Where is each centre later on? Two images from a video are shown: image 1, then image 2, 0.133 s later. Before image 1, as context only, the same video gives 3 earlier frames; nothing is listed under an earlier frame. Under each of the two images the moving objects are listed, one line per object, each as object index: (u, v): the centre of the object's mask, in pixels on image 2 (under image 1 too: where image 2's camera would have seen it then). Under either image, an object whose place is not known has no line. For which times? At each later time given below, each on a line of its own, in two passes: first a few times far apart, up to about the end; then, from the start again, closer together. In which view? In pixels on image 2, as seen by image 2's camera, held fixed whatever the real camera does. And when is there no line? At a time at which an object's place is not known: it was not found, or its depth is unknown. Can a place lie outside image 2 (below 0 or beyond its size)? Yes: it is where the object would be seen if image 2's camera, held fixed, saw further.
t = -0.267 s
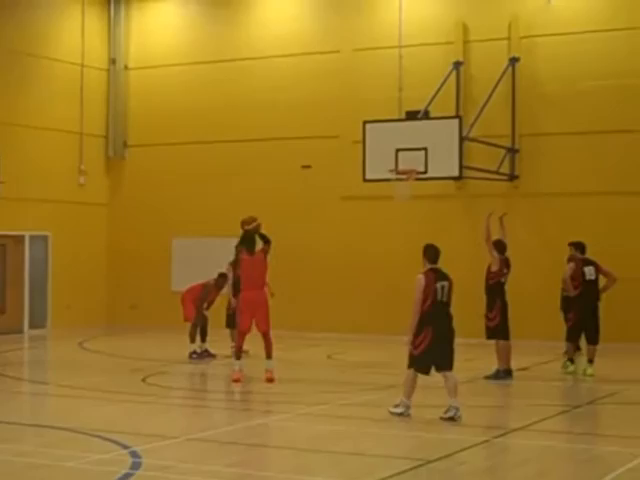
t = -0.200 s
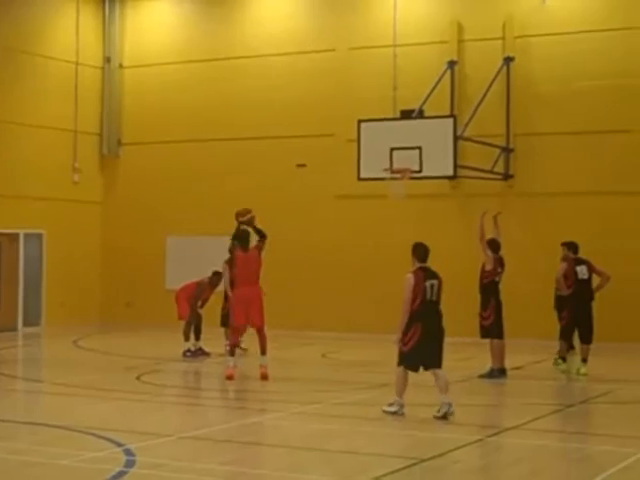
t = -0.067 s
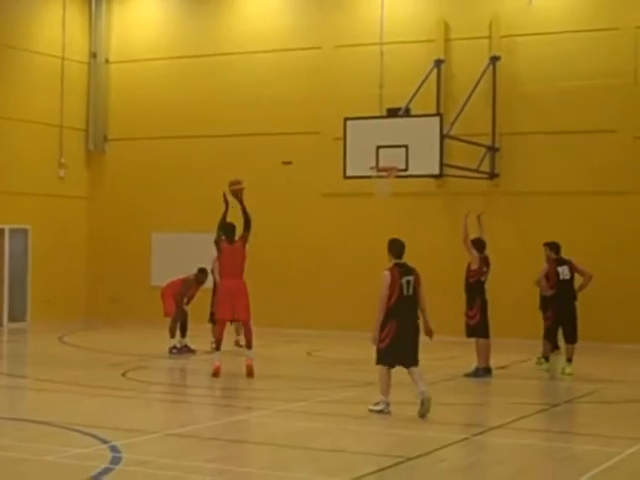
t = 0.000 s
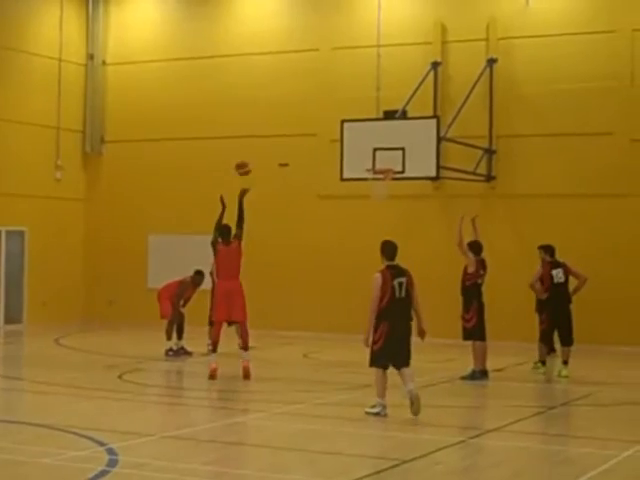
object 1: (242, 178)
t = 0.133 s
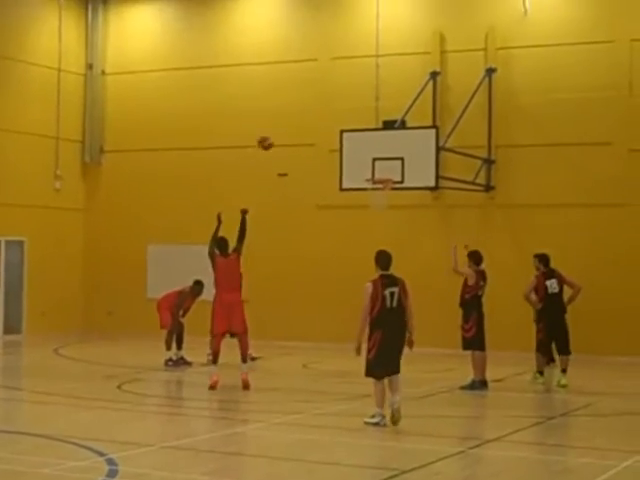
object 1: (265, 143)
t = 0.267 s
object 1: (286, 121)
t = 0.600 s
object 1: (333, 119)
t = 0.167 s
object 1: (271, 135)
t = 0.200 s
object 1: (276, 130)
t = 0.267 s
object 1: (286, 121)
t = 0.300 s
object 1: (292, 117)
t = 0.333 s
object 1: (297, 114)
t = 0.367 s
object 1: (301, 113)
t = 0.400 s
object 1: (306, 111)
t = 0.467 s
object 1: (316, 111)
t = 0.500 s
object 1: (320, 112)
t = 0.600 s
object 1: (333, 119)
